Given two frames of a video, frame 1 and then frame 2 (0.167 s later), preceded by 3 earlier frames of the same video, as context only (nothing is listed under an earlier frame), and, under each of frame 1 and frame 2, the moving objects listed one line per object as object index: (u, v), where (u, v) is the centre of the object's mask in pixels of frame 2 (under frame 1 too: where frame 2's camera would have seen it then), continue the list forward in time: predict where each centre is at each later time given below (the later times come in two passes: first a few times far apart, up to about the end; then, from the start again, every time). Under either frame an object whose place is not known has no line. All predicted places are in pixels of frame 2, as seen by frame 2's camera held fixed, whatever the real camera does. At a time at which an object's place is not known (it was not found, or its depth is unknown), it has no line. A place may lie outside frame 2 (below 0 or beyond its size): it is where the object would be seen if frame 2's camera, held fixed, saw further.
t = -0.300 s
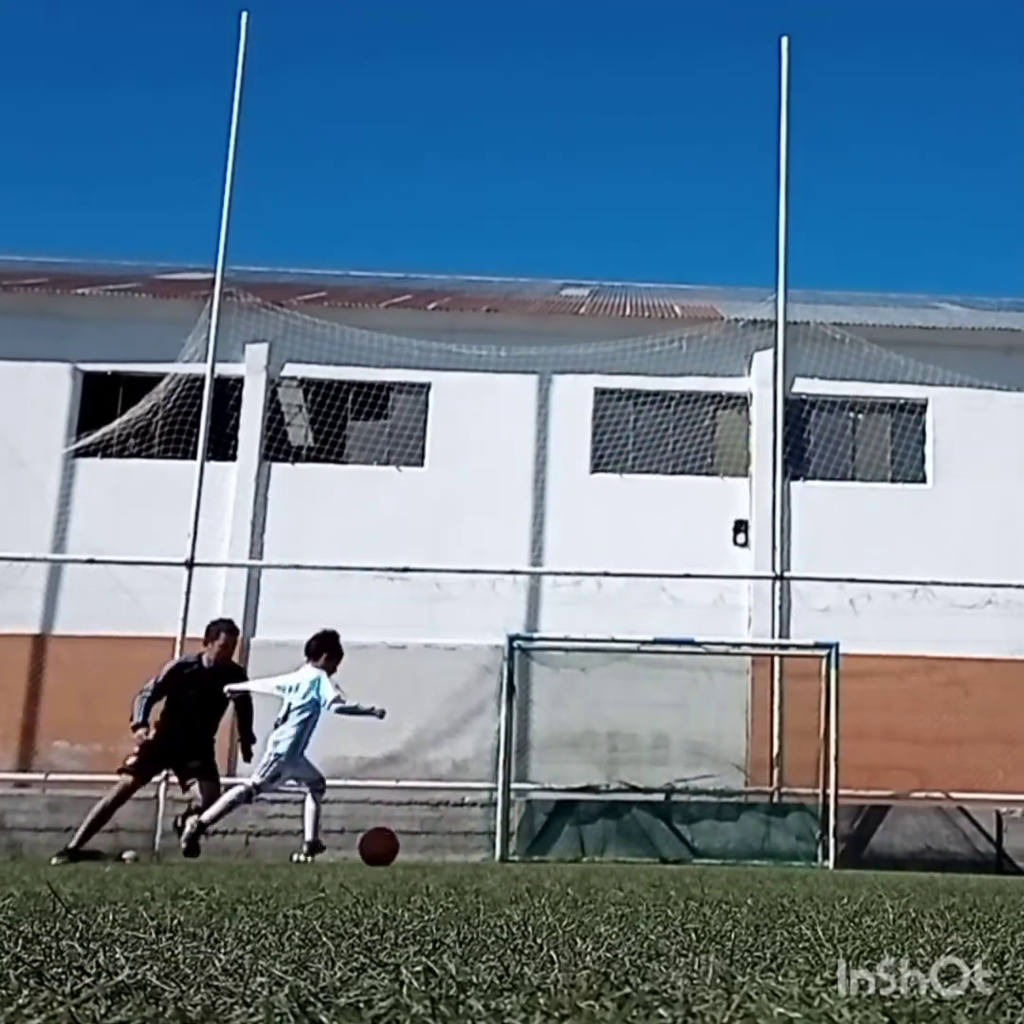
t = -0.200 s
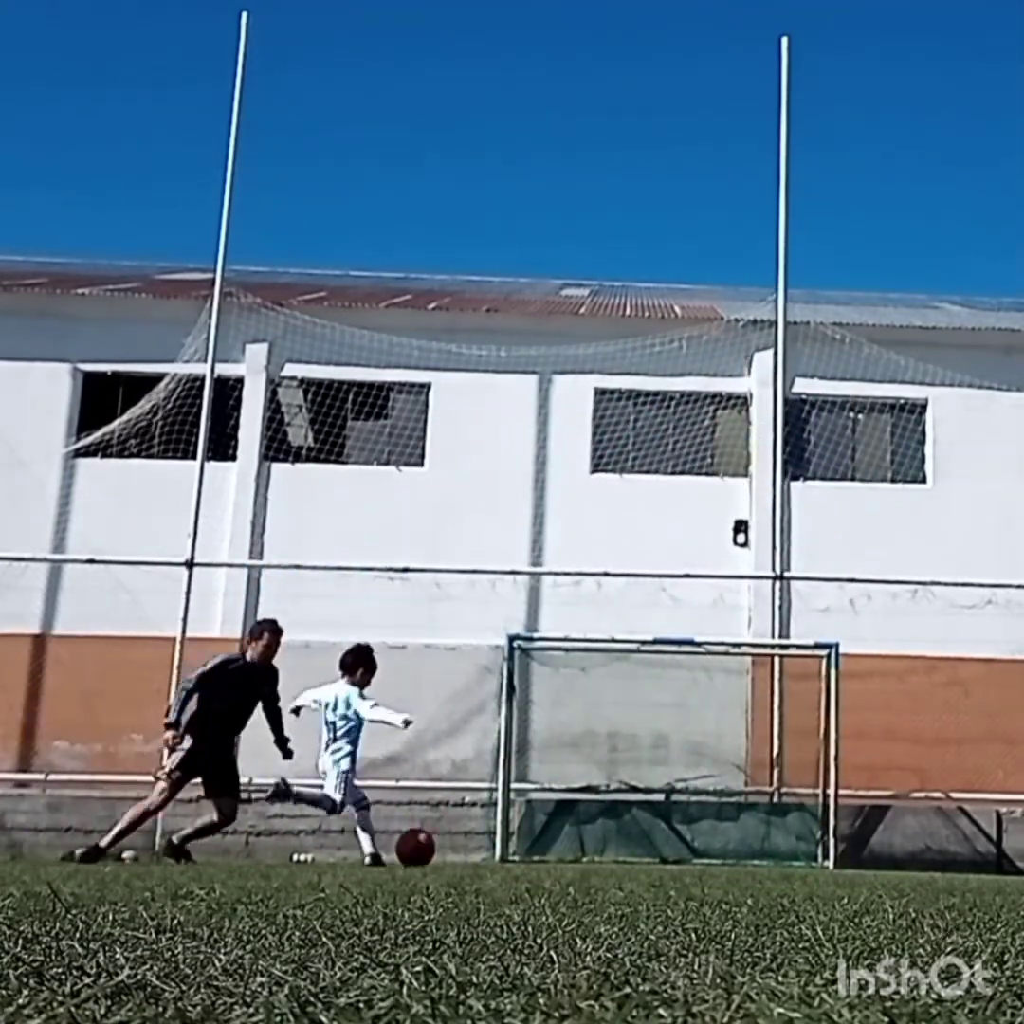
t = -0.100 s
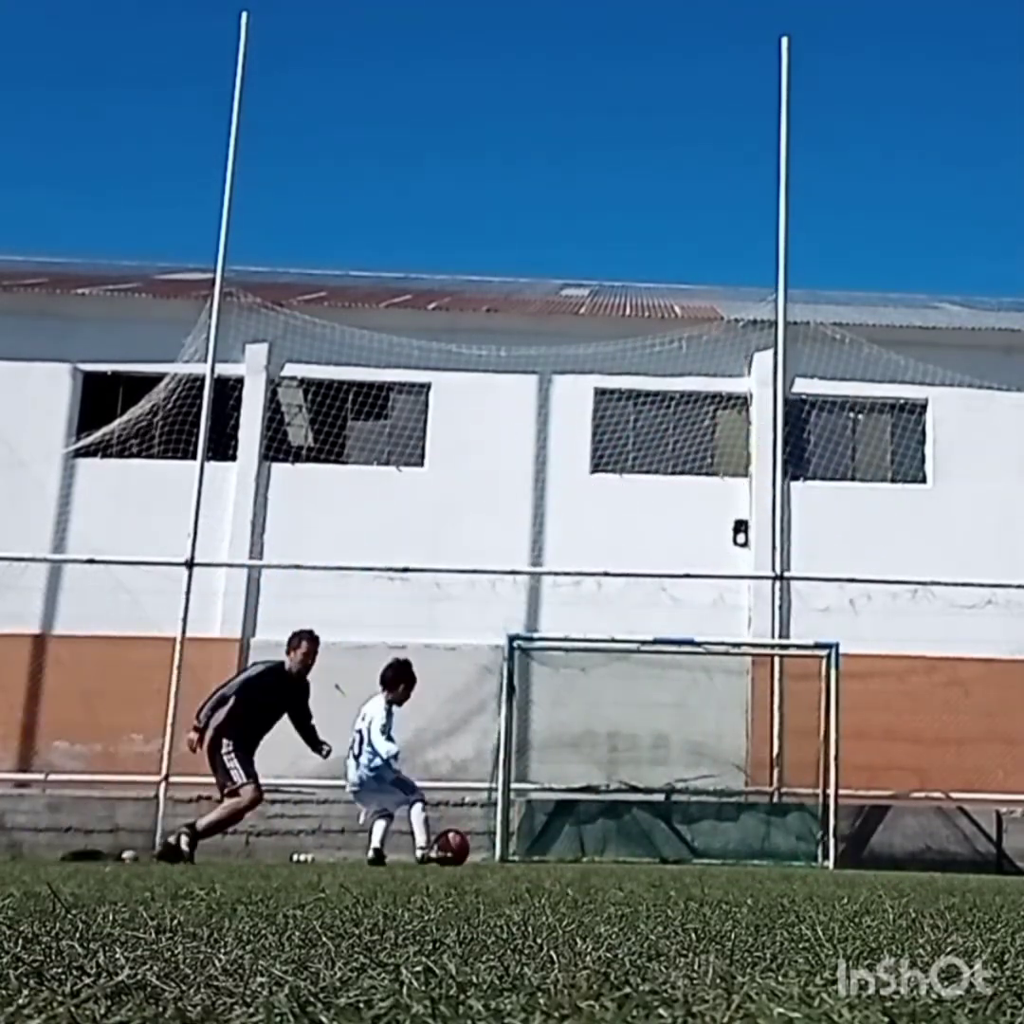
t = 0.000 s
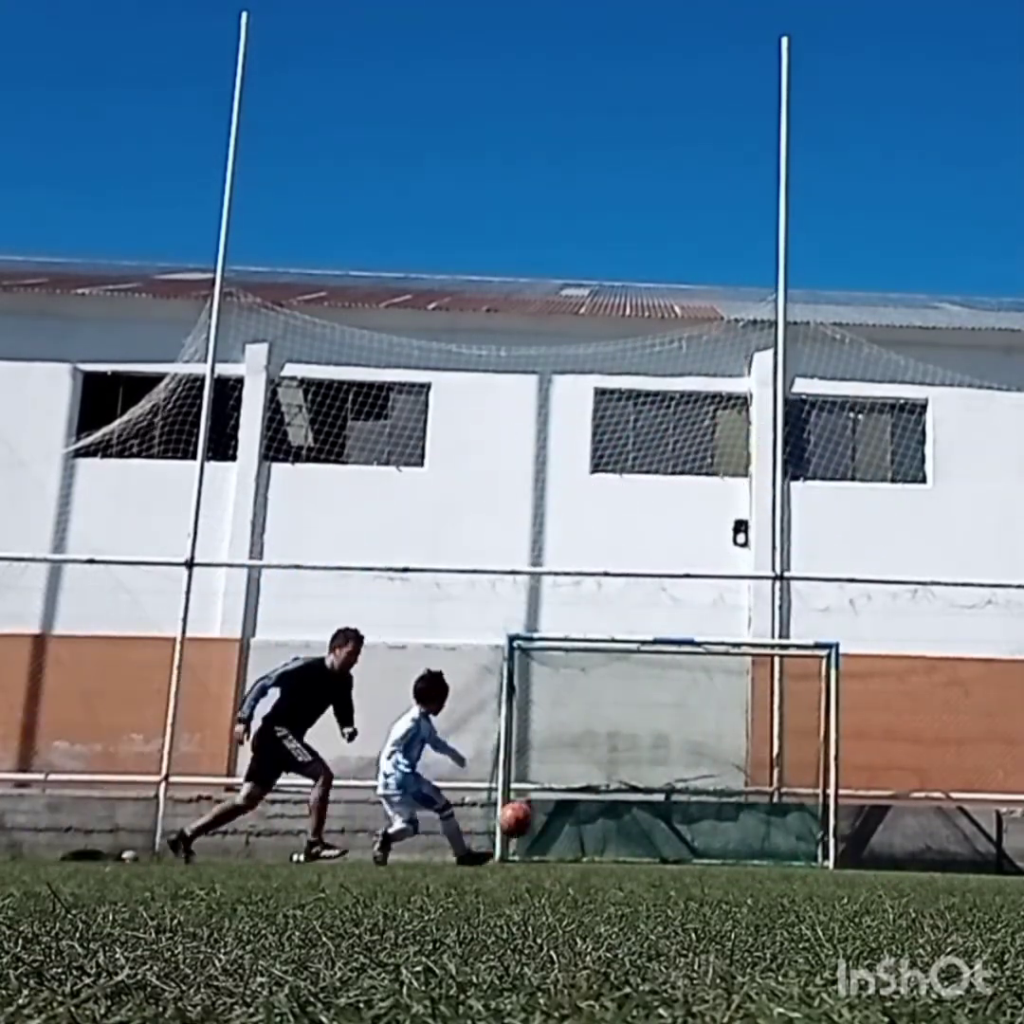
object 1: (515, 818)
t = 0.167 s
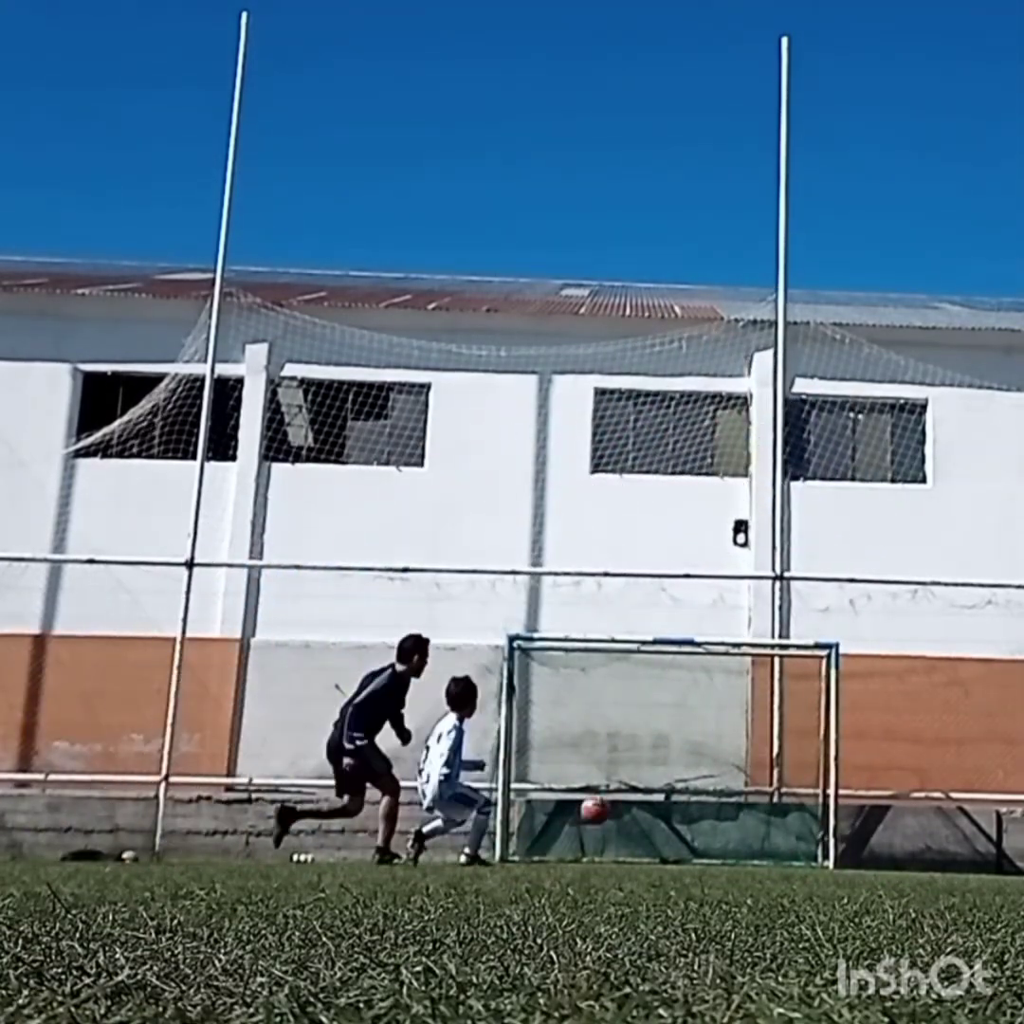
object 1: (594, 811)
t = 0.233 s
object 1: (619, 817)
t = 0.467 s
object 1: (672, 844)
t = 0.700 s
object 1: (711, 832)
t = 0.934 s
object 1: (756, 850)
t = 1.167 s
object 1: (795, 843)
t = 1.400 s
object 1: (830, 844)
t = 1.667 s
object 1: (865, 844)
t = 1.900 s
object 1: (901, 851)
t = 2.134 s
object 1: (943, 857)
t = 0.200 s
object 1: (608, 813)
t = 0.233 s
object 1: (619, 817)
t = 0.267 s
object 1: (628, 823)
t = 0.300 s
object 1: (637, 830)
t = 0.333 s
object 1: (646, 839)
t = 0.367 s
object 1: (654, 849)
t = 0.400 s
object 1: (662, 853)
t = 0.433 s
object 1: (667, 848)
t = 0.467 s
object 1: (672, 844)
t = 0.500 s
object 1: (678, 840)
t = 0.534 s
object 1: (683, 838)
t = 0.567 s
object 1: (687, 838)
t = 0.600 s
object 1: (698, 844)
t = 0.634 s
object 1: (698, 835)
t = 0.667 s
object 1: (704, 833)
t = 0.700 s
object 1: (711, 832)
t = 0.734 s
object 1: (717, 833)
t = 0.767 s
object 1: (724, 835)
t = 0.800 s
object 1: (731, 839)
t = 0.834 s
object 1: (738, 845)
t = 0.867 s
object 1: (745, 851)
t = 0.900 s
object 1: (752, 855)
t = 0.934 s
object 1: (756, 850)
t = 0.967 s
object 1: (761, 845)
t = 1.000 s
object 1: (768, 841)
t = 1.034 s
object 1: (773, 837)
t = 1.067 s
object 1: (779, 837)
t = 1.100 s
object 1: (784, 836)
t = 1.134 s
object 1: (789, 840)
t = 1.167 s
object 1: (795, 843)
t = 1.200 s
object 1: (802, 848)
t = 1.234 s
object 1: (808, 855)
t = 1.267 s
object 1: (812, 855)
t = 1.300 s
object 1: (816, 850)
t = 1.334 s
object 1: (821, 846)
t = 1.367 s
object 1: (825, 846)
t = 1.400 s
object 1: (830, 844)
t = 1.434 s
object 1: (835, 844)
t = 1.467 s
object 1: (838, 845)
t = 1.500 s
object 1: (843, 850)
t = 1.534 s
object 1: (847, 854)
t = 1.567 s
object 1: (851, 855)
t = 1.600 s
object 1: (855, 850)
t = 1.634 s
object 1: (861, 847)
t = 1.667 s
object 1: (865, 844)
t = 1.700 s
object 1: (870, 844)
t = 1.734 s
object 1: (875, 845)
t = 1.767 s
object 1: (880, 848)
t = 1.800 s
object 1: (885, 852)
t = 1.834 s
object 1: (890, 857)
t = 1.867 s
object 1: (895, 853)
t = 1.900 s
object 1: (901, 851)
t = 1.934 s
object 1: (907, 850)
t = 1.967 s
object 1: (913, 852)
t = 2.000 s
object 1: (919, 854)
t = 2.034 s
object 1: (924, 858)
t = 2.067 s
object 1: (932, 856)
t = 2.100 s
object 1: (937, 855)
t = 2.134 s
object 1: (943, 857)
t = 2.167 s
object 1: (951, 859)
